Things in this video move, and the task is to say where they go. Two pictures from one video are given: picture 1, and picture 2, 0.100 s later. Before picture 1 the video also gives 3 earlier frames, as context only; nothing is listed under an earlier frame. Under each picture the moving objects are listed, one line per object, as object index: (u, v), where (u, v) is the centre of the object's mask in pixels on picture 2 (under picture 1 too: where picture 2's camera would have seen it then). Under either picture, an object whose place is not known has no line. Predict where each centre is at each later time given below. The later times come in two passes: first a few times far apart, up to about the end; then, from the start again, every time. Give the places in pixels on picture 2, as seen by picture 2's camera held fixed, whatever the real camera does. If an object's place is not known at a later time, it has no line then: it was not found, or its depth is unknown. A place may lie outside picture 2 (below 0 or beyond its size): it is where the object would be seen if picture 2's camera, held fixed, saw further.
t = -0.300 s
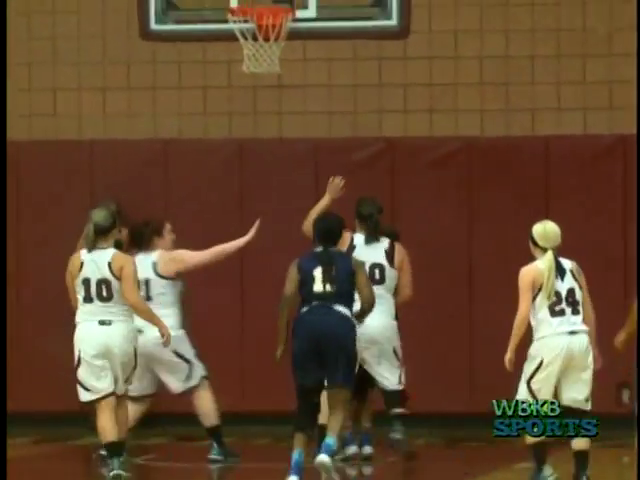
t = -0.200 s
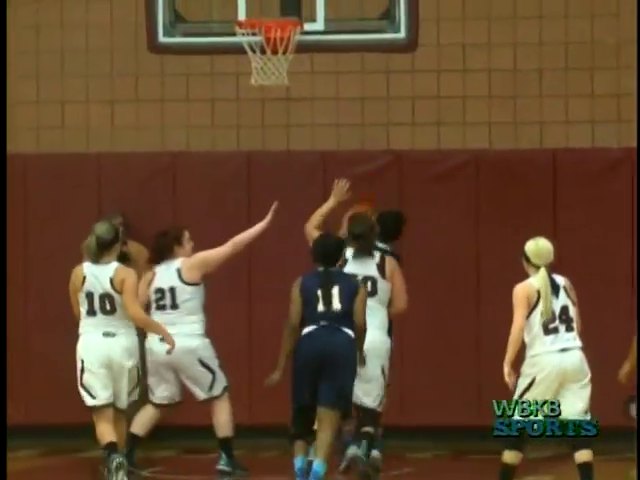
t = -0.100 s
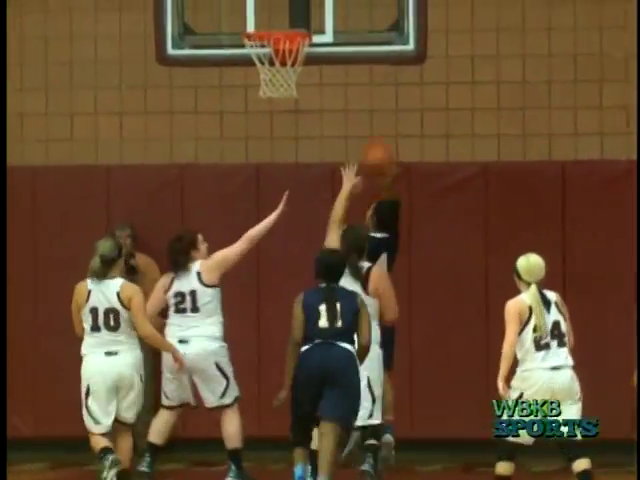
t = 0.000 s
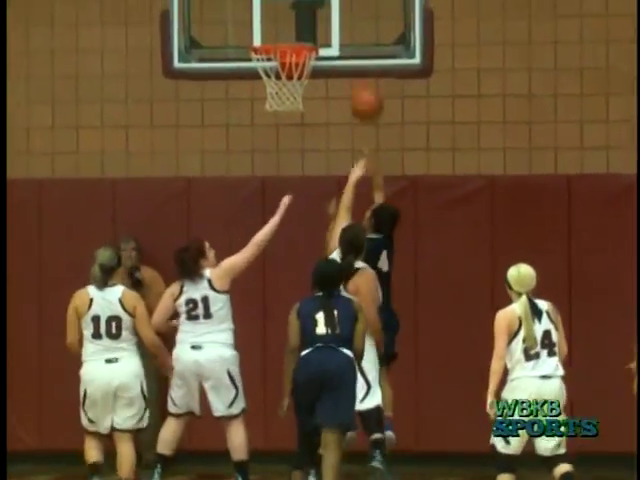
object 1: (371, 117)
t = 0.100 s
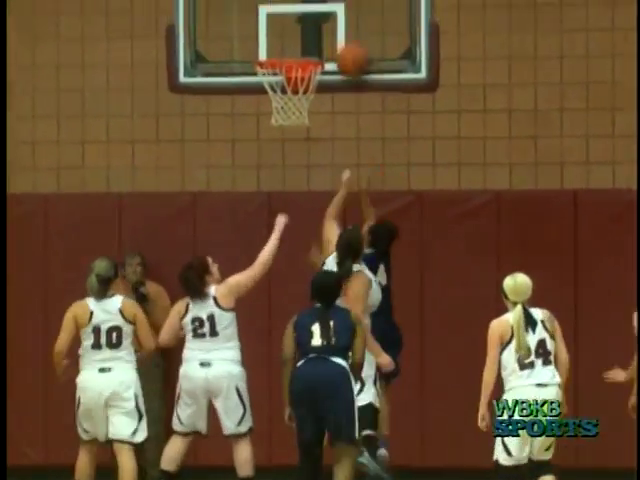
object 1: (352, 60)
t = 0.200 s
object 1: (335, 38)
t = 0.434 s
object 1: (298, 45)
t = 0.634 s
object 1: (271, 118)
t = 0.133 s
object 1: (346, 50)
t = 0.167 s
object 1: (340, 43)
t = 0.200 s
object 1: (335, 38)
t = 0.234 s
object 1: (329, 35)
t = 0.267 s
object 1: (324, 33)
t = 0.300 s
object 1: (319, 33)
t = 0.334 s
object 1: (315, 33)
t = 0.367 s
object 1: (309, 36)
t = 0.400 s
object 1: (302, 41)
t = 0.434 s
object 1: (298, 45)
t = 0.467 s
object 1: (292, 51)
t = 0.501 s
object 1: (294, 79)
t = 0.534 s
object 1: (290, 84)
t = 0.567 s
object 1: (293, 85)
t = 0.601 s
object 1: (270, 105)
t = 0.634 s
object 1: (271, 118)
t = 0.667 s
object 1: (269, 126)
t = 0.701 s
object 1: (268, 139)
